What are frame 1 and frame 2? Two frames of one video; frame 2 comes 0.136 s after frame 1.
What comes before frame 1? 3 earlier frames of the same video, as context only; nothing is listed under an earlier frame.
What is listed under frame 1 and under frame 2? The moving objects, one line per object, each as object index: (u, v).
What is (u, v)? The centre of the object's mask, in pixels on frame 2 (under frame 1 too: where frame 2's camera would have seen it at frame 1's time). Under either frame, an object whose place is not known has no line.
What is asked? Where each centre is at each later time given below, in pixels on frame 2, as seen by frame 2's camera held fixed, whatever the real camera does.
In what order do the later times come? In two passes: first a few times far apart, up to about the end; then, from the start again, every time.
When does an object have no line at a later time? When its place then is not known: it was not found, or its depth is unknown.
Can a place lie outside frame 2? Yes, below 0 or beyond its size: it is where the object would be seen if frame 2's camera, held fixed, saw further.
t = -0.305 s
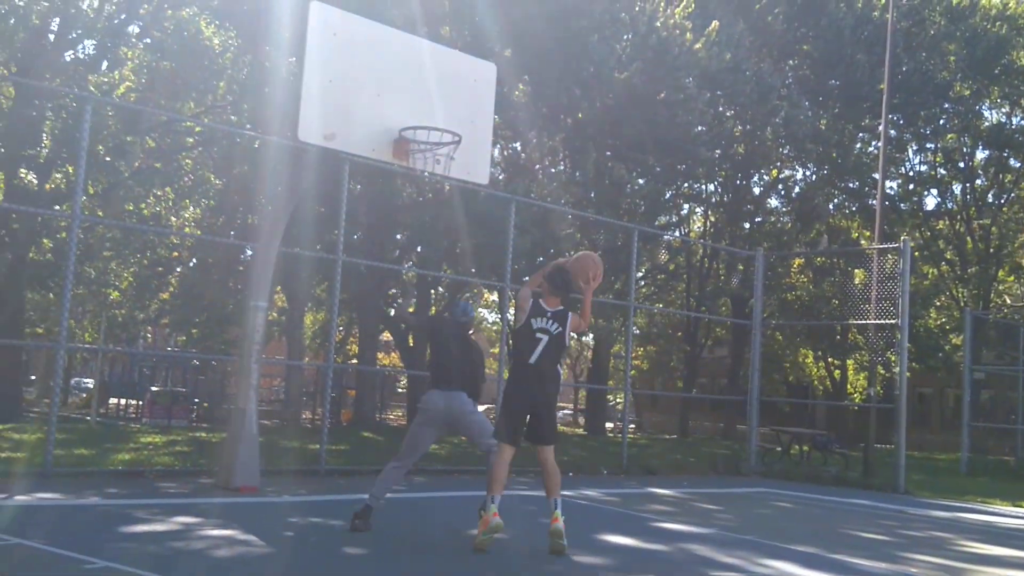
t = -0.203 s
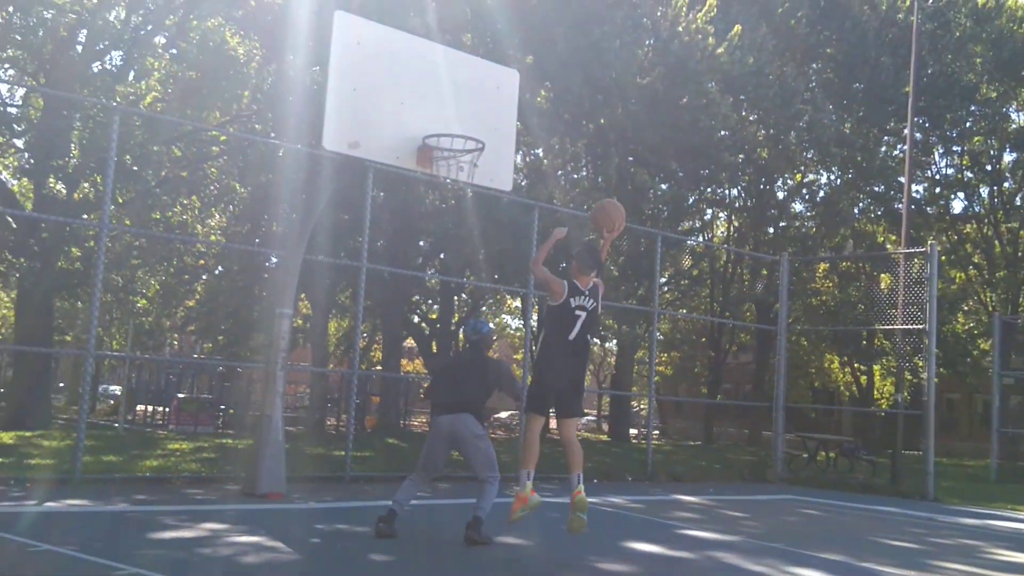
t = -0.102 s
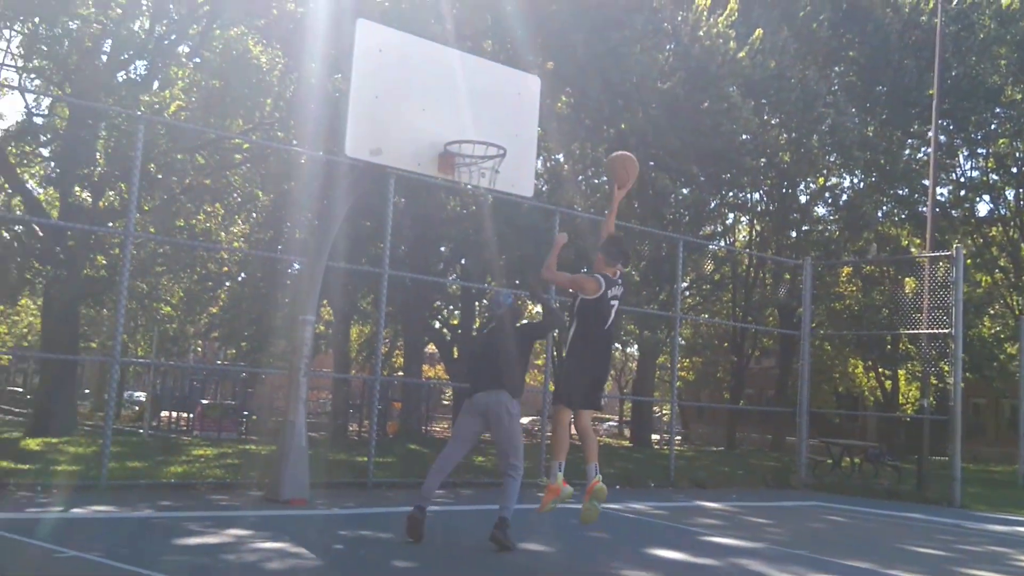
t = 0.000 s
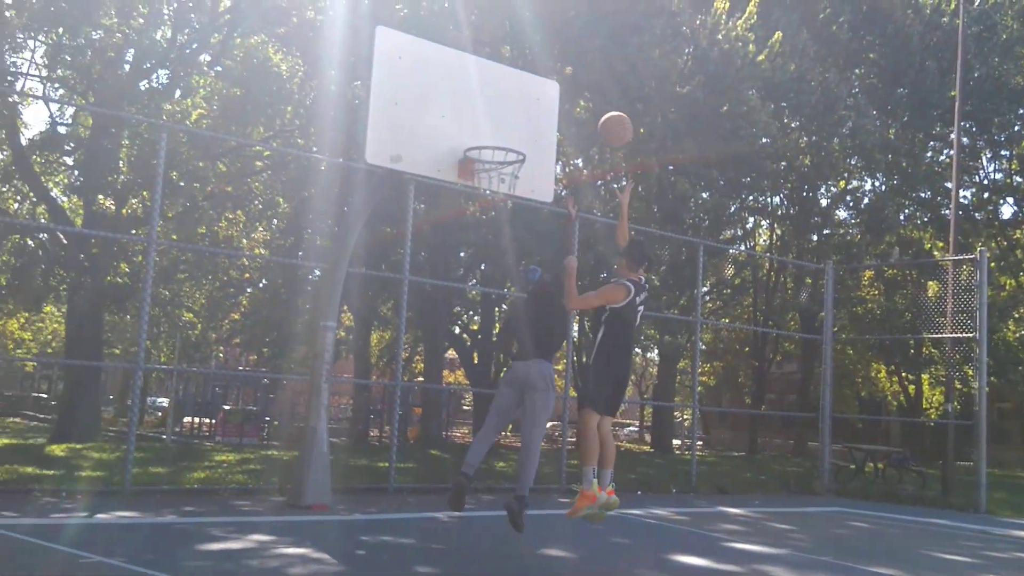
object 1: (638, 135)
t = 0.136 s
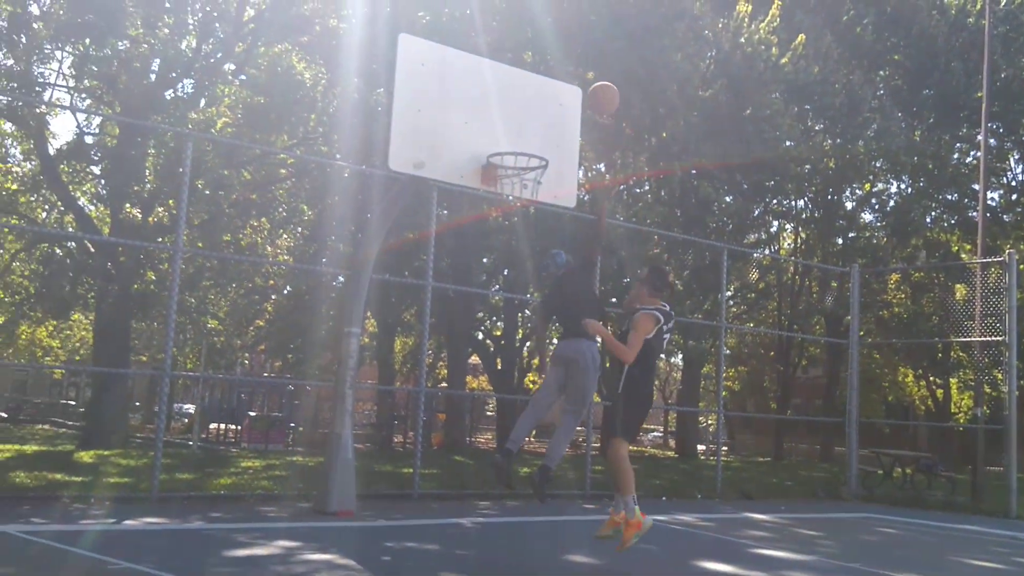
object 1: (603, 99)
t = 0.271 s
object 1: (568, 88)
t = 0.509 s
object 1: (509, 125)
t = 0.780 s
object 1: (514, 109)
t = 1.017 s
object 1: (535, 125)
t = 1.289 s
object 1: (560, 135)
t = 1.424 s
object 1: (573, 146)
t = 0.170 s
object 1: (595, 95)
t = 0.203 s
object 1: (585, 90)
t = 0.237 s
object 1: (577, 88)
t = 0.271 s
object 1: (568, 88)
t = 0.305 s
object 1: (560, 89)
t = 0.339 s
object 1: (551, 92)
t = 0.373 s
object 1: (543, 96)
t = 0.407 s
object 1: (534, 101)
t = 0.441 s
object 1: (526, 108)
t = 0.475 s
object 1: (518, 116)
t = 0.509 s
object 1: (509, 125)
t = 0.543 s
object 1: (501, 136)
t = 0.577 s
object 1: (493, 147)
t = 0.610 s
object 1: (496, 139)
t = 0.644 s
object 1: (500, 130)
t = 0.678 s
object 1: (504, 123)
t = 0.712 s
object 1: (507, 117)
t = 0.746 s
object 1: (511, 112)
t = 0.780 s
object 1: (514, 109)
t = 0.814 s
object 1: (517, 107)
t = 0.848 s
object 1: (520, 107)
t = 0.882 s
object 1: (524, 108)
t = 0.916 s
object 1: (527, 110)
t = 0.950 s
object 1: (530, 113)
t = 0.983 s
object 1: (532, 119)
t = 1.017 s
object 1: (535, 125)
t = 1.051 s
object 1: (538, 132)
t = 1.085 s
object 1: (541, 141)
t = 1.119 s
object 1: (543, 152)
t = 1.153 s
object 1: (547, 146)
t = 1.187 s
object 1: (550, 142)
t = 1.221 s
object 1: (554, 138)
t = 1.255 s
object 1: (557, 136)
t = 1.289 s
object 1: (560, 135)
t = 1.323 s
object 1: (564, 136)
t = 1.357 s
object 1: (567, 138)
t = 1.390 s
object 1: (570, 142)
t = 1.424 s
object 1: (573, 146)
